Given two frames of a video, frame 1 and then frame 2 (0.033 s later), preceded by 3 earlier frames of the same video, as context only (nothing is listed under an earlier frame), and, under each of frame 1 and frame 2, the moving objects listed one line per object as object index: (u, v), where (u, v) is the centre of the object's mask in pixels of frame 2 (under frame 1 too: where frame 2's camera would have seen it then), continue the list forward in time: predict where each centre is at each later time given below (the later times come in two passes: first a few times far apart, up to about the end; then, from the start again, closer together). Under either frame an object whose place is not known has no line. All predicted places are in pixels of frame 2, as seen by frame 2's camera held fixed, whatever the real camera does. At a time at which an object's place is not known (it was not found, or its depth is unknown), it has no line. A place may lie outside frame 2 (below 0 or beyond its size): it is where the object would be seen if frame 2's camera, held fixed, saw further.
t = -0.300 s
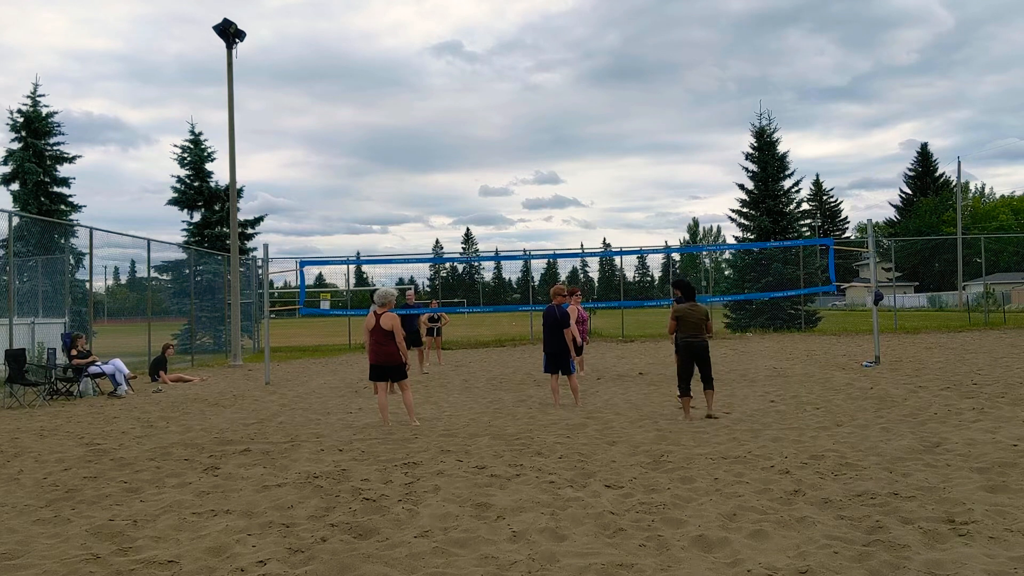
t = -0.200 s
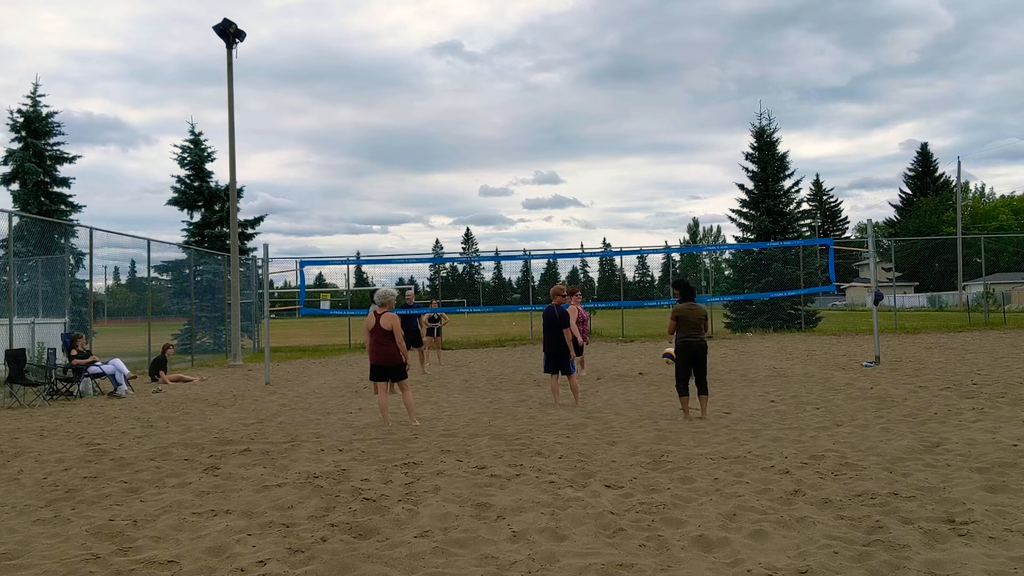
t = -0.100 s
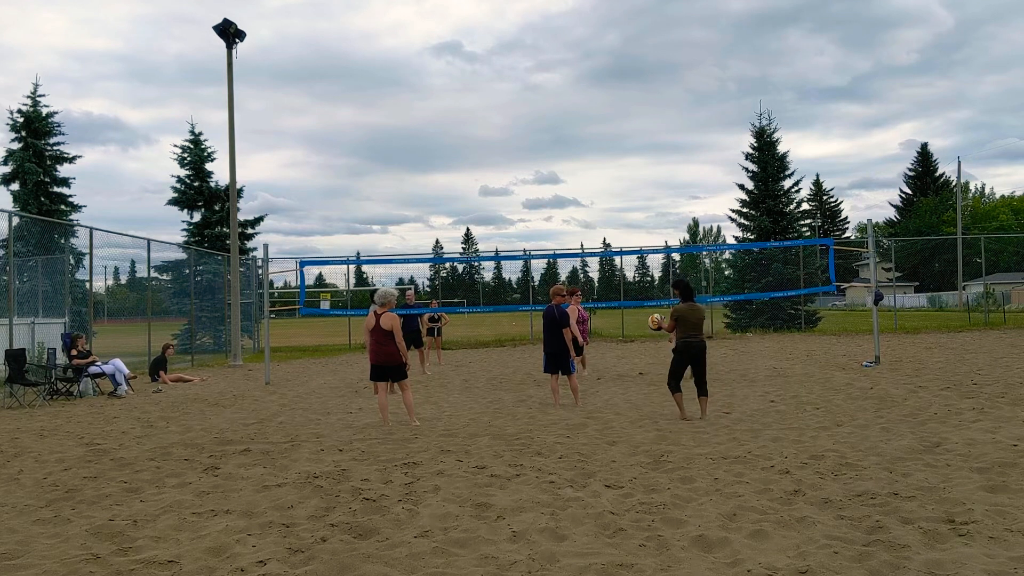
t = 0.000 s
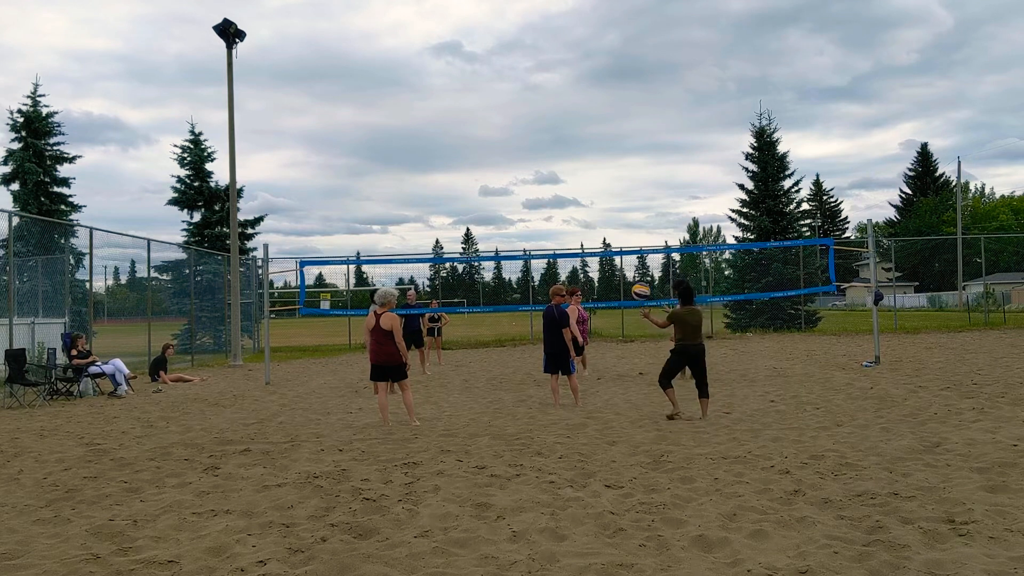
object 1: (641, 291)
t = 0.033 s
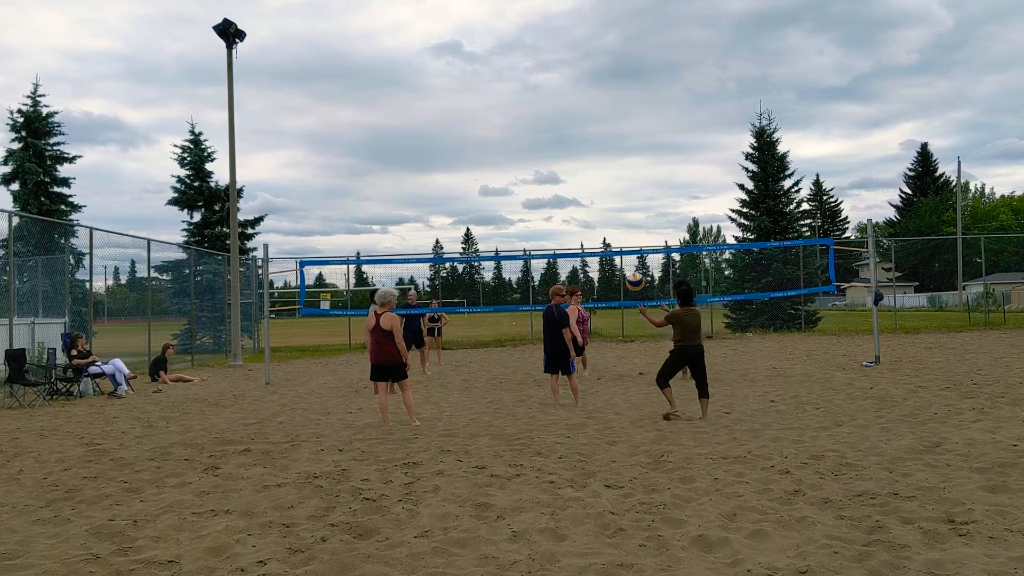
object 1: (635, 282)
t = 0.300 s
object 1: (586, 235)
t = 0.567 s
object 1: (532, 251)
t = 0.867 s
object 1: (464, 363)
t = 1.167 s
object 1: (393, 438)
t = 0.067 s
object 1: (629, 273)
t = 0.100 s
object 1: (623, 265)
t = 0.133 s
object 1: (617, 257)
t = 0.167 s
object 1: (611, 251)
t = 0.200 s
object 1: (605, 246)
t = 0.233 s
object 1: (599, 242)
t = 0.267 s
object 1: (593, 238)
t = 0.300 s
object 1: (586, 235)
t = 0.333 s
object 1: (580, 234)
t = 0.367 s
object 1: (573, 232)
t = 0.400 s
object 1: (566, 233)
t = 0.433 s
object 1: (560, 234)
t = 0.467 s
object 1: (553, 236)
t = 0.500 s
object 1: (546, 240)
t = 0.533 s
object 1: (539, 245)
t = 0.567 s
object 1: (532, 251)
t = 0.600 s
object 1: (525, 258)
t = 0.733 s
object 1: (495, 299)
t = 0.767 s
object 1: (487, 312)
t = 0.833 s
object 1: (471, 344)
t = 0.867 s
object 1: (464, 363)
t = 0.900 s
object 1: (455, 383)
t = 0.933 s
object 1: (447, 405)
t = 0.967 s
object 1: (438, 428)
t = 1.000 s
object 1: (430, 451)
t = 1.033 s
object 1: (423, 446)
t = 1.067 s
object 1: (417, 442)
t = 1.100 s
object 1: (409, 439)
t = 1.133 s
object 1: (402, 438)
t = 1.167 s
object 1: (393, 438)
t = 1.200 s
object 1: (387, 439)
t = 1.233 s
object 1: (378, 442)
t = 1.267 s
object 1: (370, 446)
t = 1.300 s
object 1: (361, 452)
